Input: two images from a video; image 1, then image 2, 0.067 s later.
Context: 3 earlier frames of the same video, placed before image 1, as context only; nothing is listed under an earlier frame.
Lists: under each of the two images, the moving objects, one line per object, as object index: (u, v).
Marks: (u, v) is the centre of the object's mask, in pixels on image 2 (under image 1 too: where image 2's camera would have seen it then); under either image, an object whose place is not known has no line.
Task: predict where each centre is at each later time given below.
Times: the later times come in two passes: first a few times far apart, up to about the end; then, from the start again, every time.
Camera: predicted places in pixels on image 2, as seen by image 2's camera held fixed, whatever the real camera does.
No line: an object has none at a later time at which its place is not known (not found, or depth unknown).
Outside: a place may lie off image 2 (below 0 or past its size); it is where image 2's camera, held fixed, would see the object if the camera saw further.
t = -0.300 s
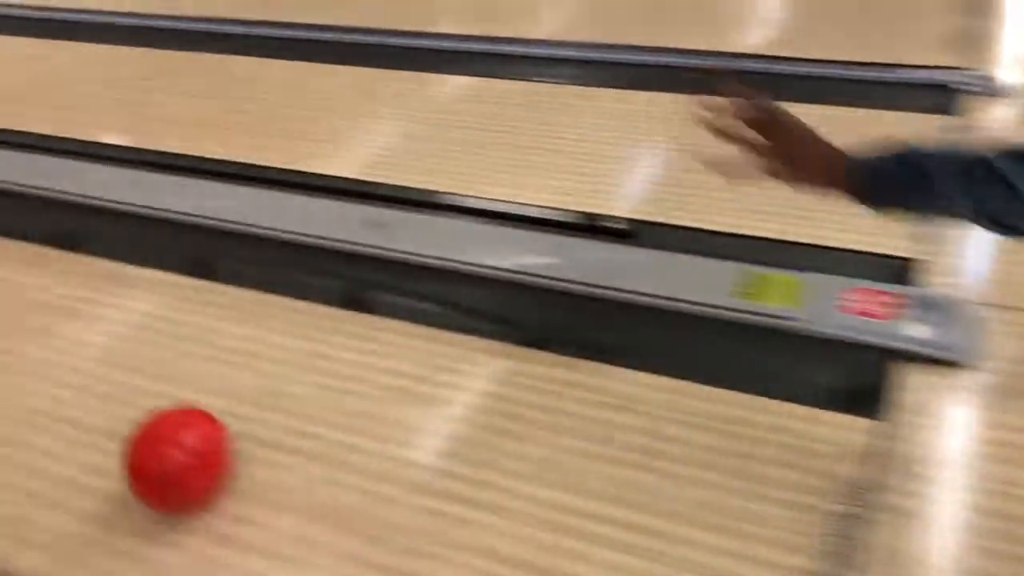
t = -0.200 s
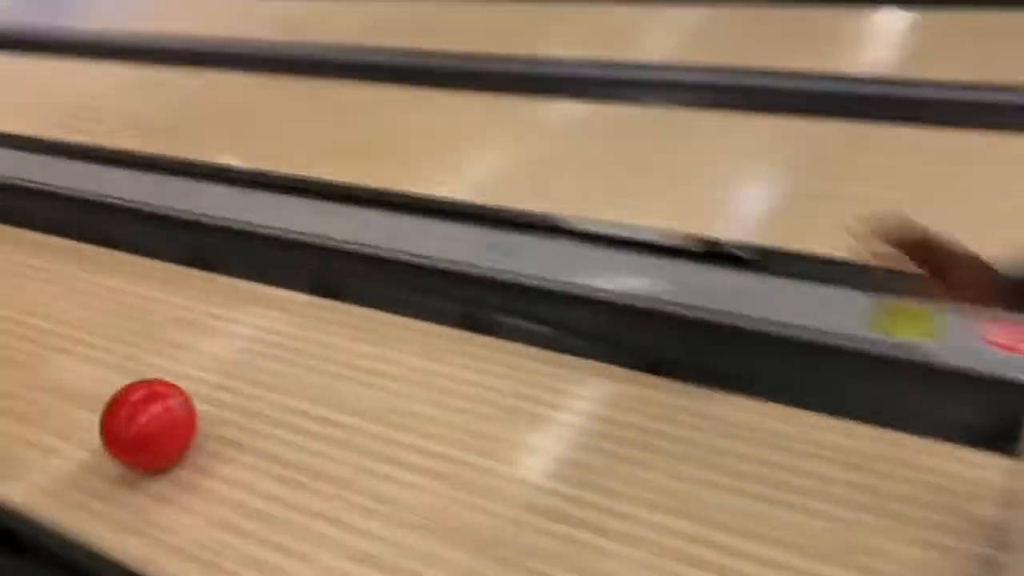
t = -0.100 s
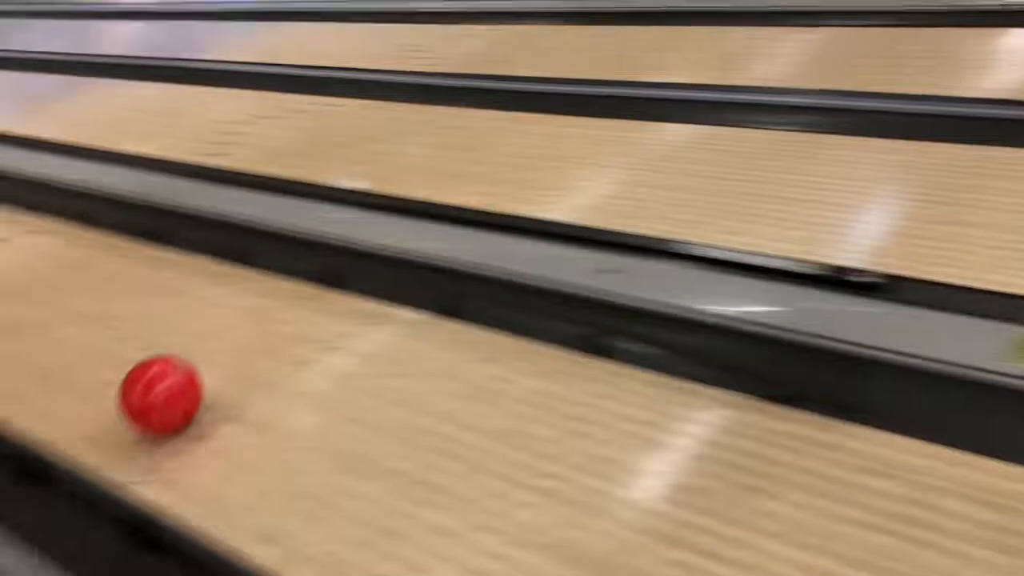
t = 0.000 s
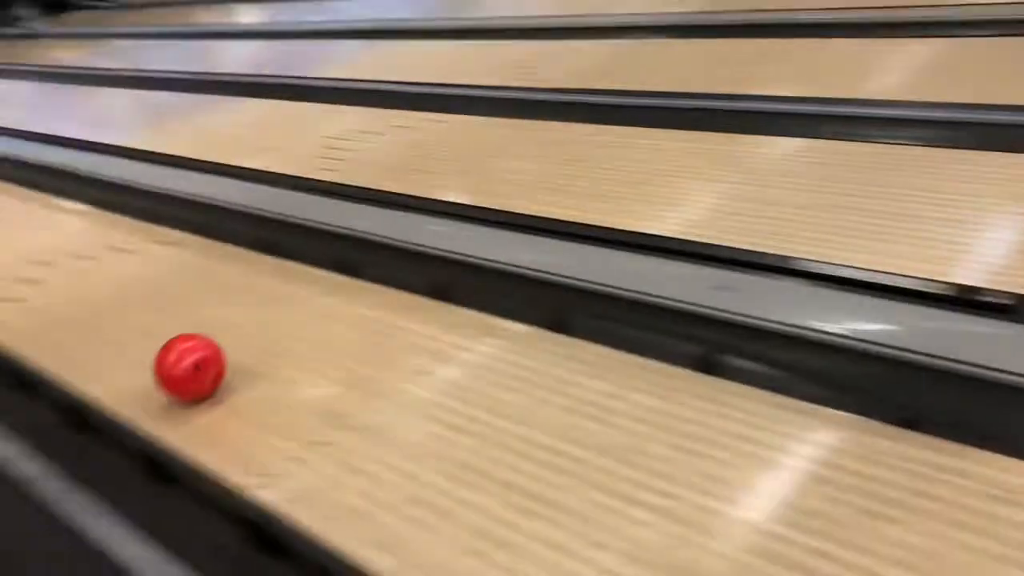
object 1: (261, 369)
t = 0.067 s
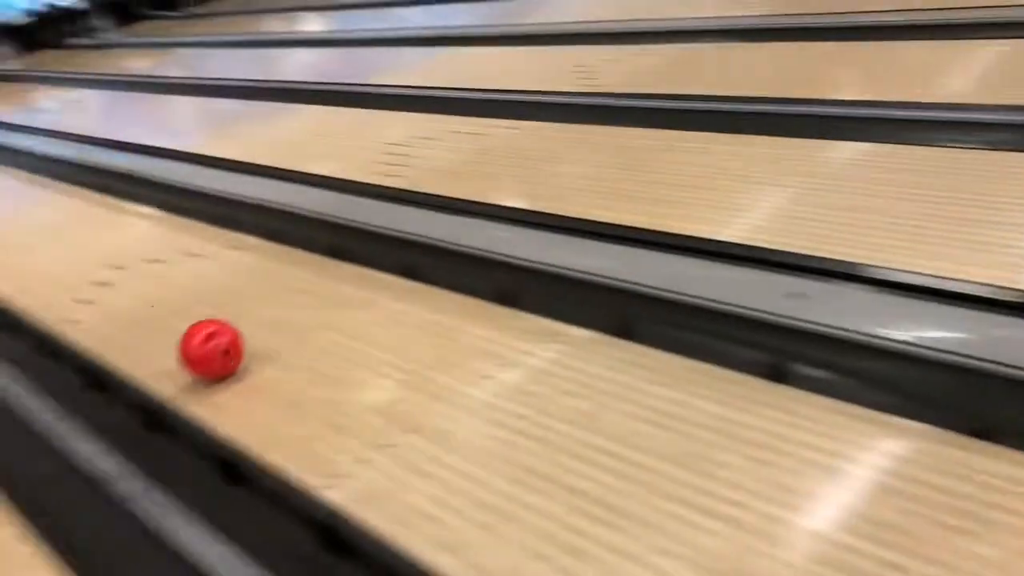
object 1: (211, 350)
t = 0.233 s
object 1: (109, 310)
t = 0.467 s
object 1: (9, 271)
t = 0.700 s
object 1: (-62, 241)
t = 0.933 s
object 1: (-114, 219)
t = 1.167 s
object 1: (-144, 199)
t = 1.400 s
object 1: (-167, 184)
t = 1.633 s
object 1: (-184, 171)
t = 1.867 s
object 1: (-197, 159)
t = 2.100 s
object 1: (-207, 150)
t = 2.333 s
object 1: (-214, 142)
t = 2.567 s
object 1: (-222, 135)
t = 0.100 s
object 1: (188, 341)
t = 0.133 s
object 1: (166, 332)
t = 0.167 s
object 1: (147, 324)
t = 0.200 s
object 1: (128, 317)
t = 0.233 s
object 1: (109, 310)
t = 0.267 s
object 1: (92, 303)
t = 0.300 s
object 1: (77, 298)
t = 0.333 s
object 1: (62, 292)
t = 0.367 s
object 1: (48, 286)
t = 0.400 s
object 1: (34, 280)
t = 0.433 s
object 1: (21, 276)
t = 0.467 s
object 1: (9, 271)
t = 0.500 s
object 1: (-3, 266)
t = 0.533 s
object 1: (-14, 262)
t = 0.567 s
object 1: (-25, 257)
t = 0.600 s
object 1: (-35, 253)
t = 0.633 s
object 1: (-44, 249)
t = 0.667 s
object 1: (-53, 245)
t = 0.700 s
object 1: (-62, 241)
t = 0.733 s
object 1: (-70, 238)
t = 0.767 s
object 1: (-79, 235)
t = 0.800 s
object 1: (-86, 231)
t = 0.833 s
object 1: (-94, 228)
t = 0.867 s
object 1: (-101, 225)
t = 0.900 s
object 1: (-107, 221)
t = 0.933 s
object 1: (-114, 219)
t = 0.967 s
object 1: (-119, 216)
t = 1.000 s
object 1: (-123, 213)
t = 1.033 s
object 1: (-127, 210)
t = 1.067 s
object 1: (-132, 207)
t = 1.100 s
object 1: (-136, 204)
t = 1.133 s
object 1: (-140, 202)
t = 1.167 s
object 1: (-144, 199)
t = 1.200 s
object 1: (-148, 197)
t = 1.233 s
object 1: (-152, 194)
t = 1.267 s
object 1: (-155, 192)
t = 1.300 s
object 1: (-158, 190)
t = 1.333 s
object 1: (-161, 188)
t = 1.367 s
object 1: (-164, 186)
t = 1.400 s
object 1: (-167, 184)
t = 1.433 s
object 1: (-170, 182)
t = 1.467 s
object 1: (-172, 180)
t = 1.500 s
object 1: (-175, 177)
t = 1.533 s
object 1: (-177, 176)
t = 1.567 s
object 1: (-180, 174)
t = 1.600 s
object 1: (-181, 173)
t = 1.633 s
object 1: (-184, 171)
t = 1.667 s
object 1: (-186, 169)
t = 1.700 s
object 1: (-188, 168)
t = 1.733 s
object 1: (-190, 166)
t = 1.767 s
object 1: (-192, 164)
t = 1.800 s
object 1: (-194, 163)
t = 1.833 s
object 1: (-196, 161)
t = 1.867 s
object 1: (-197, 159)
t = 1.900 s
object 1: (-198, 158)
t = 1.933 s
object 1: (-200, 157)
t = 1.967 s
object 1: (-202, 156)
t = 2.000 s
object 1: (-203, 154)
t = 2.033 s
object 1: (-205, 153)
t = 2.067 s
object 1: (-206, 152)
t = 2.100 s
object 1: (-207, 150)
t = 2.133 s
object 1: (-208, 149)
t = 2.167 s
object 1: (-209, 148)
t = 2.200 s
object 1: (-212, 146)
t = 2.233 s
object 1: (-212, 146)
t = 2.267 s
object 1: (-214, 144)
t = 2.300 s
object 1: (-214, 143)
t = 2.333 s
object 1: (-214, 142)
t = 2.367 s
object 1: (-217, 140)
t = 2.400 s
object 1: (-217, 140)
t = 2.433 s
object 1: (-219, 138)
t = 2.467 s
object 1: (-219, 138)
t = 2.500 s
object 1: (-220, 136)
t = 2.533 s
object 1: (-221, 136)
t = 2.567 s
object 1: (-222, 135)
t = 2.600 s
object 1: (-222, 134)
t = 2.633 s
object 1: (-222, 134)
